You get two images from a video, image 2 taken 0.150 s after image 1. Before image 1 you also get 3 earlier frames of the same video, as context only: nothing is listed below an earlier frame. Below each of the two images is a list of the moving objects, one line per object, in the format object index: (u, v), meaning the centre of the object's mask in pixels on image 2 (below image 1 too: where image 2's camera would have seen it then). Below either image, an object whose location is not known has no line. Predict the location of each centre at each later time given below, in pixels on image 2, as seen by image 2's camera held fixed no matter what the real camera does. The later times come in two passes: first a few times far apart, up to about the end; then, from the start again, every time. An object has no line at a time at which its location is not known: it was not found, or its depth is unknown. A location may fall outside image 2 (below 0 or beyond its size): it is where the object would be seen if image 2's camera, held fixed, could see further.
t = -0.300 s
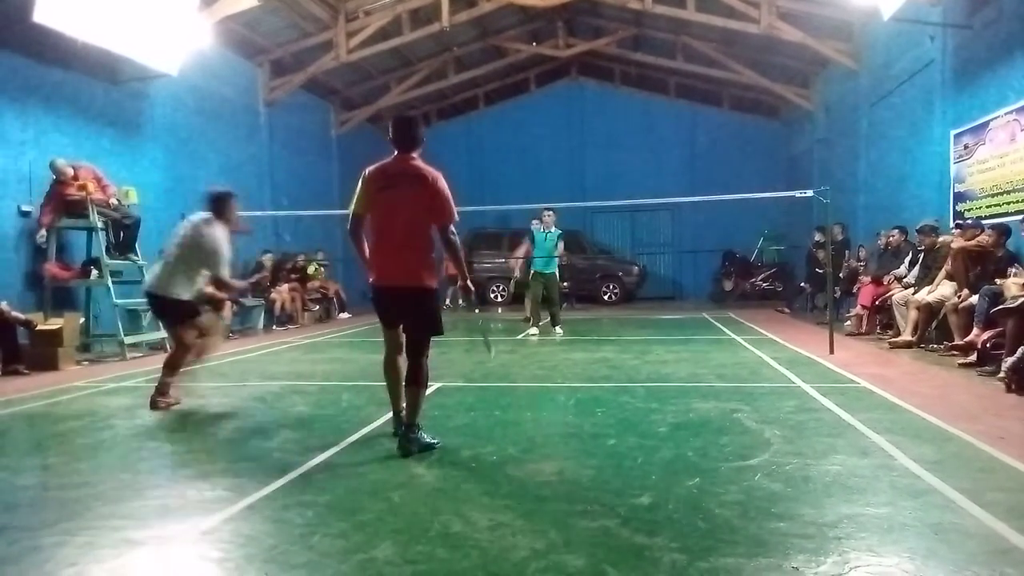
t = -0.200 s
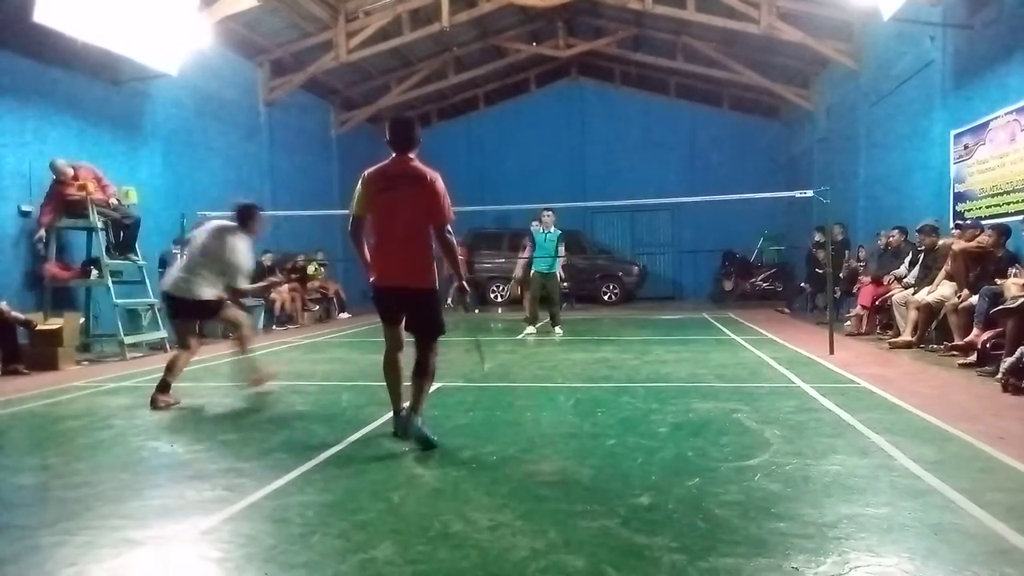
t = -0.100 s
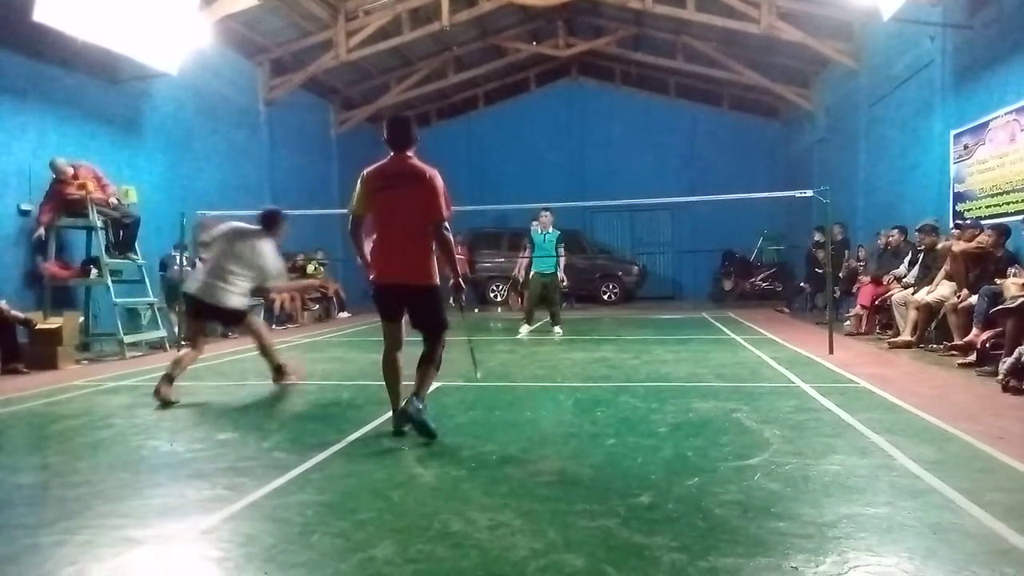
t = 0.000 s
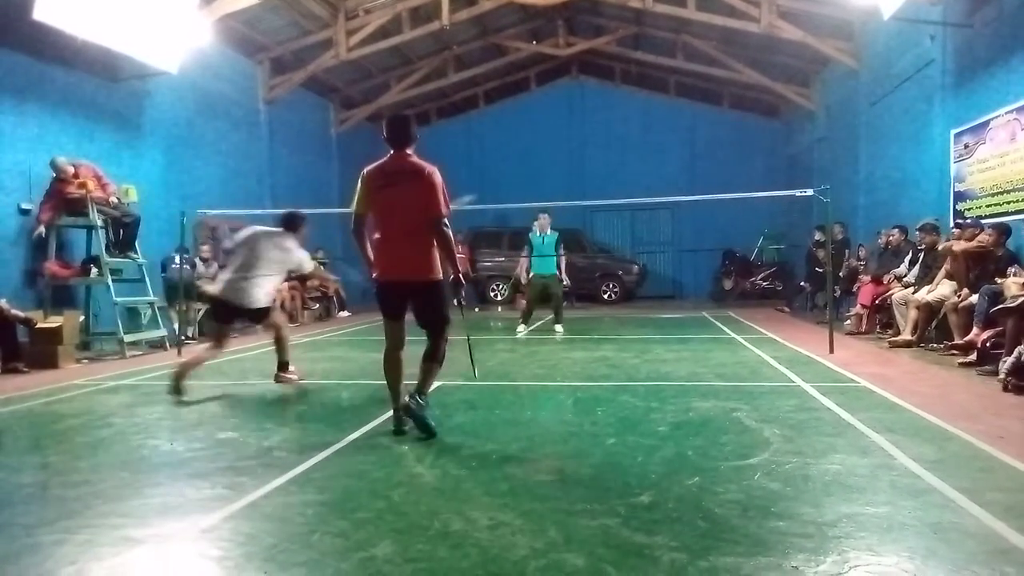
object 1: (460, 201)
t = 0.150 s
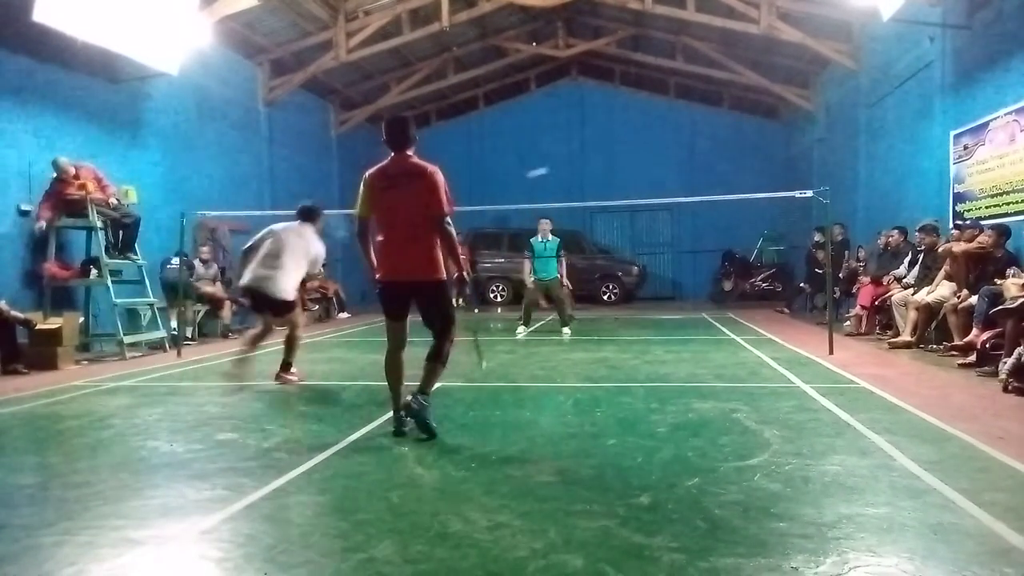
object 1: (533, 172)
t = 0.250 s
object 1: (564, 167)
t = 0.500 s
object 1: (610, 186)
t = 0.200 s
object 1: (550, 169)
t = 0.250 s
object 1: (564, 167)
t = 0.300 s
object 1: (576, 167)
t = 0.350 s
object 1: (586, 170)
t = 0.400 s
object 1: (595, 174)
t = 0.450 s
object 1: (603, 180)
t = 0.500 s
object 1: (610, 186)
